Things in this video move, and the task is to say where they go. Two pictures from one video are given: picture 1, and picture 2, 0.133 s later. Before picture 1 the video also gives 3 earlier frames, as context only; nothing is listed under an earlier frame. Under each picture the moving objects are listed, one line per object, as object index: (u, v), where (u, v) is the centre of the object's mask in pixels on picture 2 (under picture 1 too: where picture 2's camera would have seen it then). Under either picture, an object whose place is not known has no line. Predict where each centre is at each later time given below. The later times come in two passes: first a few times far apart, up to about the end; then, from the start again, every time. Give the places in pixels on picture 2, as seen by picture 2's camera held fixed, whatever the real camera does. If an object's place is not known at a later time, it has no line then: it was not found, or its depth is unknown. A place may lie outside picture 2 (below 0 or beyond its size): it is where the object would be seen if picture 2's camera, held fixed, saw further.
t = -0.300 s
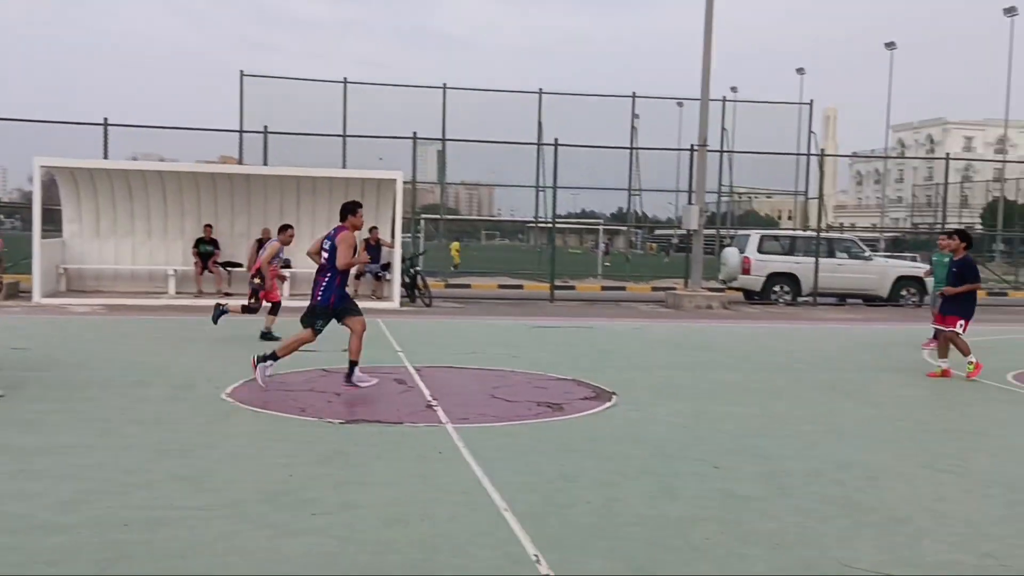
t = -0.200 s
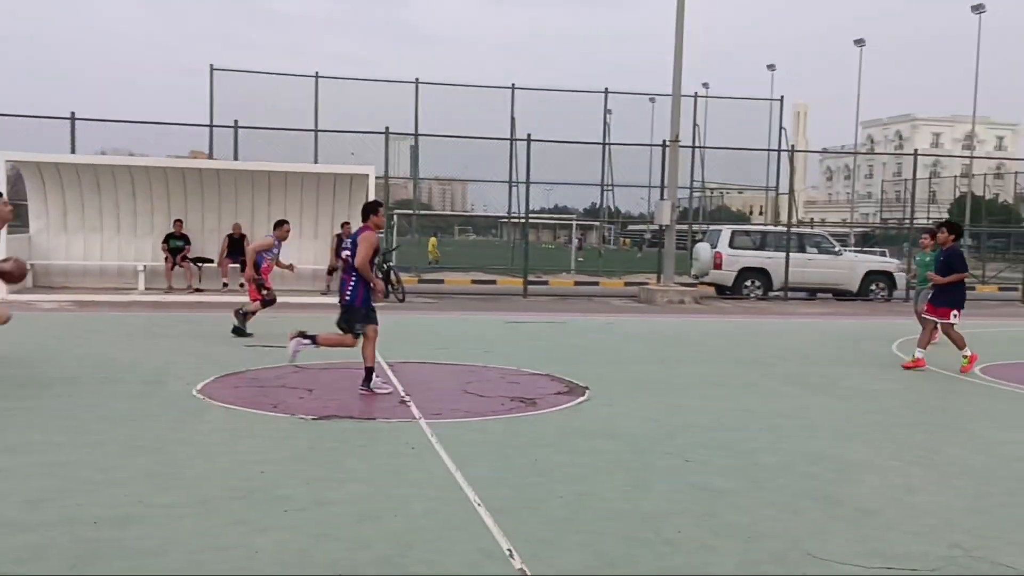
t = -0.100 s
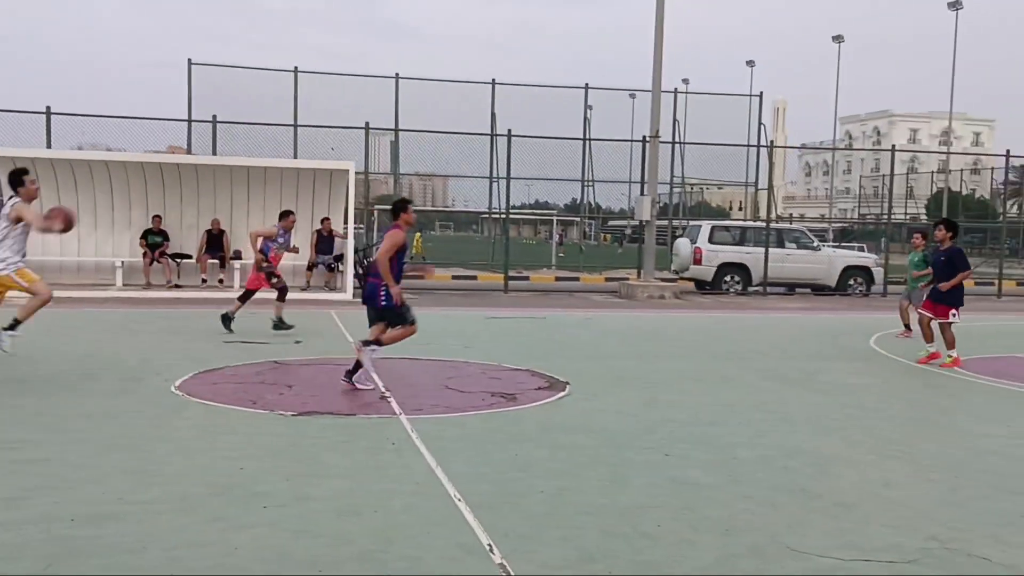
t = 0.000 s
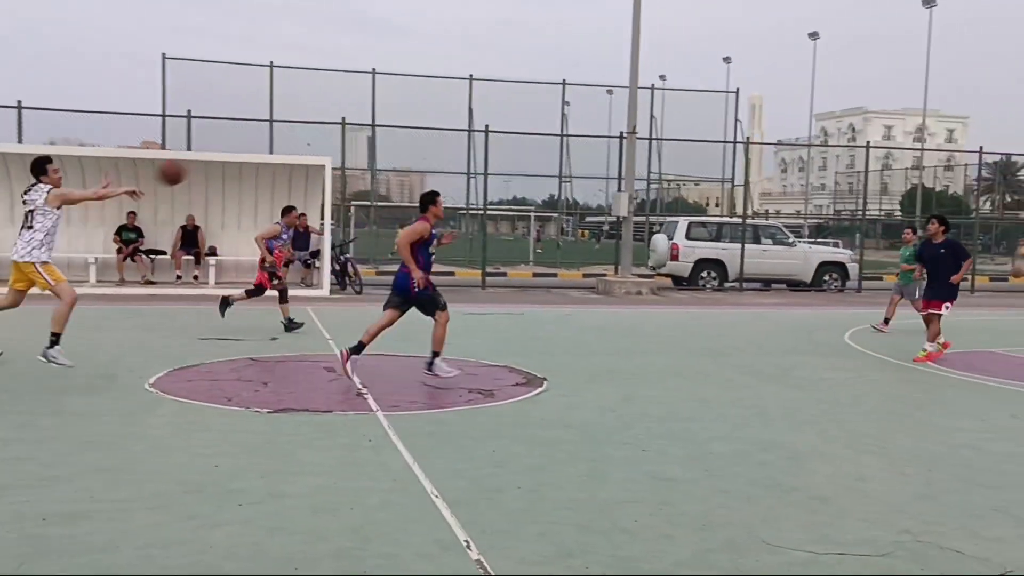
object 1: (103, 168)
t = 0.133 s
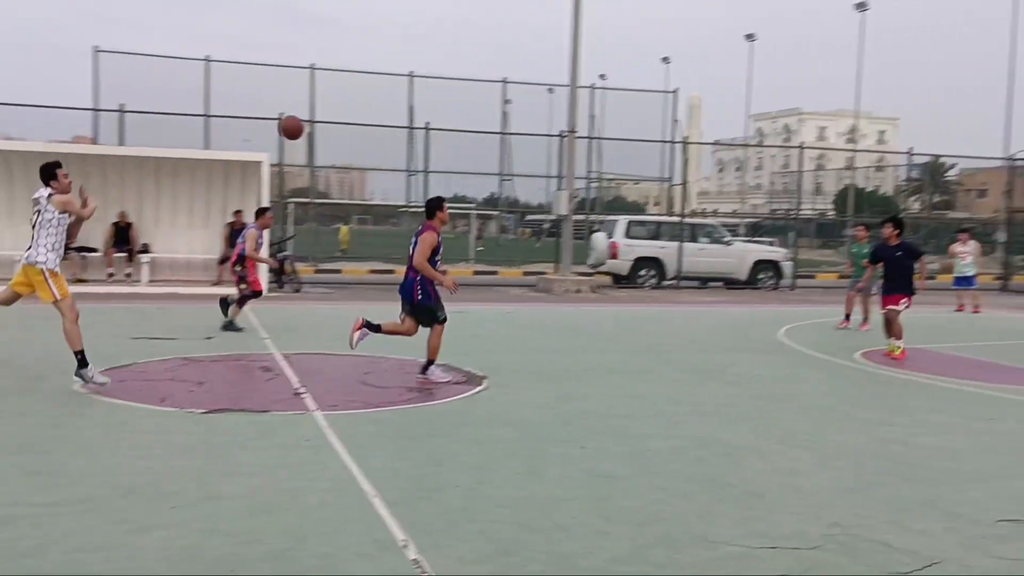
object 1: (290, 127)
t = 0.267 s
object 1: (446, 107)
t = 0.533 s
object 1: (687, 108)
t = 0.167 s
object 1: (333, 121)
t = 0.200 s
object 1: (372, 115)
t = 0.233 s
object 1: (410, 111)
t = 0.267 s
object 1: (446, 107)
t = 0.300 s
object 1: (480, 105)
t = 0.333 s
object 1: (513, 103)
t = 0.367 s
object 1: (545, 102)
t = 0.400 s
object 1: (576, 101)
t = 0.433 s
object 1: (605, 102)
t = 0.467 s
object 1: (634, 103)
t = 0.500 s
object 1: (661, 105)
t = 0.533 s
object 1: (687, 108)
